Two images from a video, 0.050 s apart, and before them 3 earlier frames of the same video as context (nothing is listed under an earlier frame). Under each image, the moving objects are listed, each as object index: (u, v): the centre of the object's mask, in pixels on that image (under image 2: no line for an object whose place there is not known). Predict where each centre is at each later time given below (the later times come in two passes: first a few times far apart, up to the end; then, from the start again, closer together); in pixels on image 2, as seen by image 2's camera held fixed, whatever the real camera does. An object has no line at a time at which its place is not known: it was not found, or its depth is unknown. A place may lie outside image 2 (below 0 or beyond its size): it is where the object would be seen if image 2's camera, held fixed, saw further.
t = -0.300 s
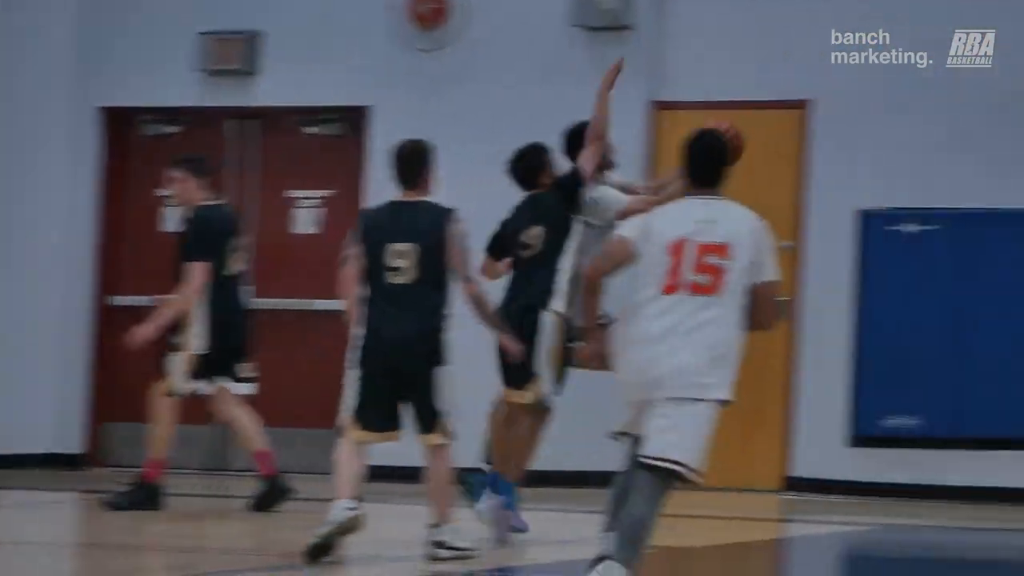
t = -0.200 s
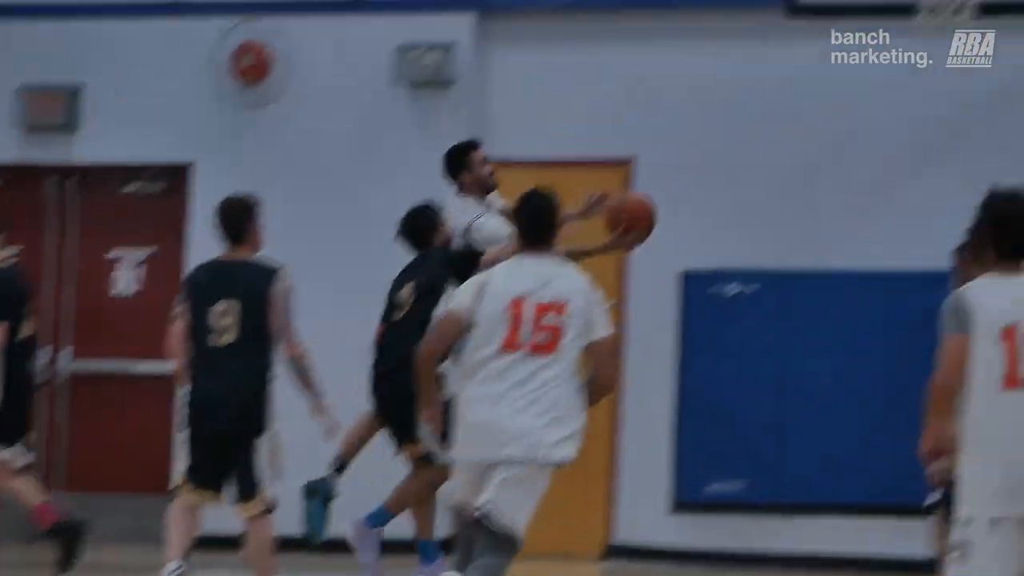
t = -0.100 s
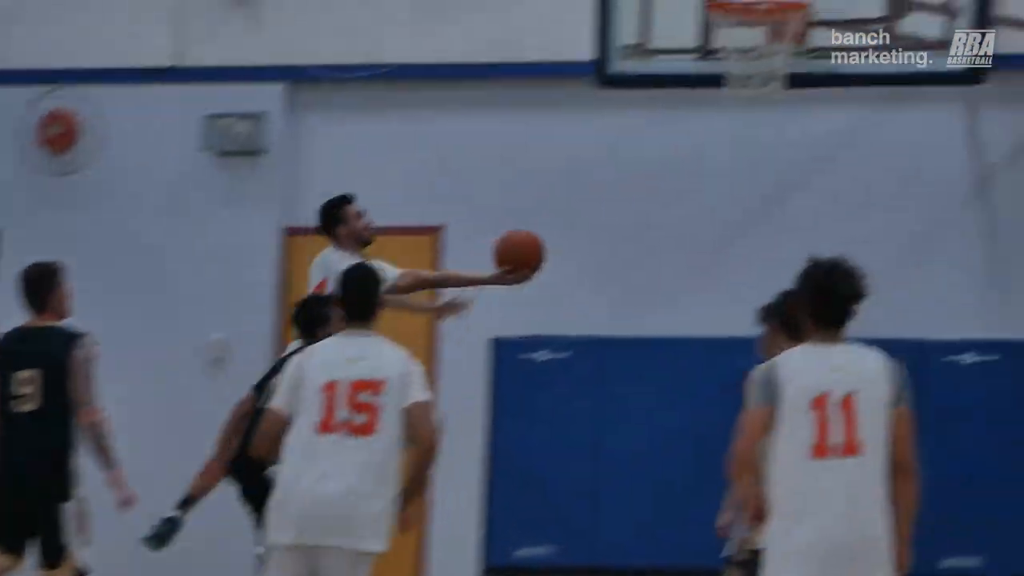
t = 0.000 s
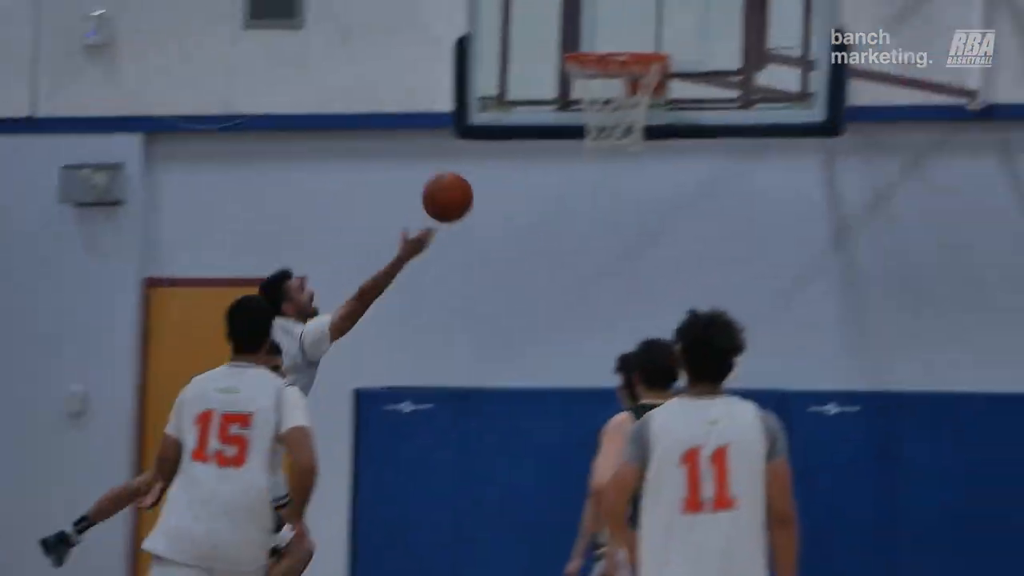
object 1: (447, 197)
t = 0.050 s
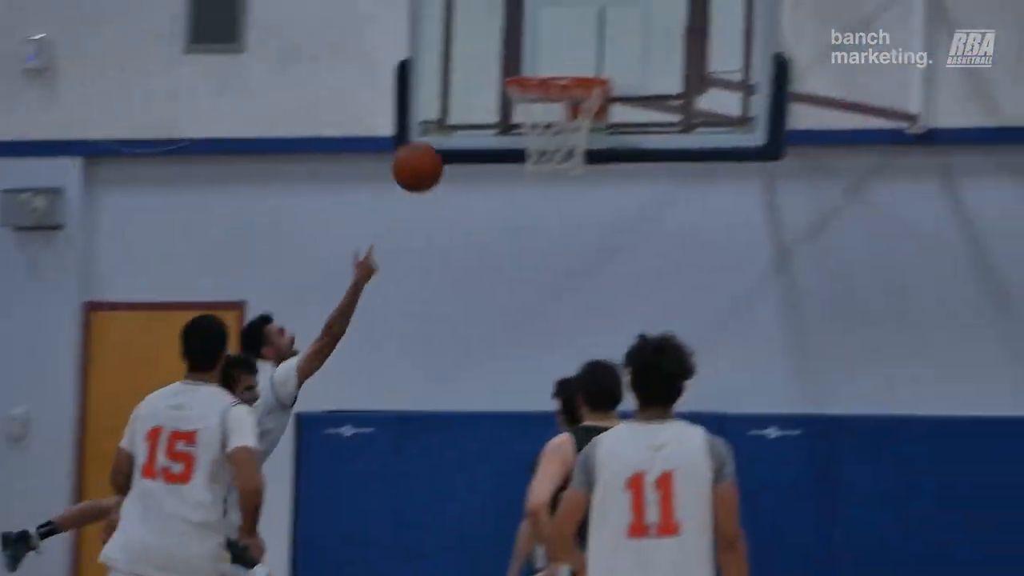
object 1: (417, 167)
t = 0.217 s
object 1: (511, 25)
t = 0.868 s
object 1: (582, 14)
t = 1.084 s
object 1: (577, 37)
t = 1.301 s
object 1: (572, 21)
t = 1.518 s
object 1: (564, 52)
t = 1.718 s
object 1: (554, 40)
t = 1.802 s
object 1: (548, 52)
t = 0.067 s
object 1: (427, 150)
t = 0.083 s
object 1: (437, 134)
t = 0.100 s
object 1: (447, 118)
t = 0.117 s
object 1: (456, 103)
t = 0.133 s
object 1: (466, 89)
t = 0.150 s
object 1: (474, 75)
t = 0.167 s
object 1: (484, 62)
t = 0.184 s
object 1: (494, 50)
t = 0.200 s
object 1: (502, 37)
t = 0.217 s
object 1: (511, 25)
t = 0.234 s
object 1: (516, 17)
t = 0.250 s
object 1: (519, 9)
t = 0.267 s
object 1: (521, 4)
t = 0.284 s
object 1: (524, -2)
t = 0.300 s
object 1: (527, -7)
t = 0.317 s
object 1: (529, -12)
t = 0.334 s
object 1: (531, -15)
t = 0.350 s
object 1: (534, -19)
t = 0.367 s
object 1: (536, -21)
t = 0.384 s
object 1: (538, -23)
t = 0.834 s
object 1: (583, 19)
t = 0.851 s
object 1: (582, 16)
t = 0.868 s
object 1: (582, 14)
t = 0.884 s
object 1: (581, 12)
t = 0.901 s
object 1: (581, 11)
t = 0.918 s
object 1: (581, 11)
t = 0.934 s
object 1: (580, 11)
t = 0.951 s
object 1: (580, 11)
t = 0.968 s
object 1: (580, 12)
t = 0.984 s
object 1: (579, 14)
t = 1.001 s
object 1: (579, 16)
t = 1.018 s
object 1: (579, 19)
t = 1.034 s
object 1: (578, 23)
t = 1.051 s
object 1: (578, 27)
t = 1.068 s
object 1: (577, 32)
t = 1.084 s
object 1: (577, 37)
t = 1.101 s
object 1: (576, 44)
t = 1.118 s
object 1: (576, 50)
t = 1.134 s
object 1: (576, 55)
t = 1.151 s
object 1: (575, 55)
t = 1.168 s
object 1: (575, 51)
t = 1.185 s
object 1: (575, 45)
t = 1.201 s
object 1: (575, 40)
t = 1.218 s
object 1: (574, 35)
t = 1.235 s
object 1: (574, 31)
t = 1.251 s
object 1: (573, 28)
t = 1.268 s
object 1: (573, 25)
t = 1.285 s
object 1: (572, 23)
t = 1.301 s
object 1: (572, 21)
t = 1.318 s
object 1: (571, 20)
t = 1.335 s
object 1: (571, 19)
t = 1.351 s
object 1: (570, 19)
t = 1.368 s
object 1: (570, 20)
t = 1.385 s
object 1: (569, 21)
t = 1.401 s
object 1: (569, 23)
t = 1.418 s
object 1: (568, 26)
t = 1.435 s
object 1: (568, 29)
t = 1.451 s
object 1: (567, 32)
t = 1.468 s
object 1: (566, 37)
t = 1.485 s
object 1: (566, 41)
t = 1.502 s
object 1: (565, 47)
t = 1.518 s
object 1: (564, 52)
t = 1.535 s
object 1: (564, 56)
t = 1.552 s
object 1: (563, 56)
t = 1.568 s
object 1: (562, 53)
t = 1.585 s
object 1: (561, 50)
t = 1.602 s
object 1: (560, 47)
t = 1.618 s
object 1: (560, 44)
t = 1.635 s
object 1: (559, 42)
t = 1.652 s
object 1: (558, 41)
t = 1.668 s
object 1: (557, 40)
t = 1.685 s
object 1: (556, 39)
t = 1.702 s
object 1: (555, 39)
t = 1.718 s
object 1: (554, 40)
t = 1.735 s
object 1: (553, 41)
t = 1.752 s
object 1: (552, 44)
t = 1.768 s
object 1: (551, 46)
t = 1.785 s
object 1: (550, 49)
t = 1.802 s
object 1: (548, 52)
